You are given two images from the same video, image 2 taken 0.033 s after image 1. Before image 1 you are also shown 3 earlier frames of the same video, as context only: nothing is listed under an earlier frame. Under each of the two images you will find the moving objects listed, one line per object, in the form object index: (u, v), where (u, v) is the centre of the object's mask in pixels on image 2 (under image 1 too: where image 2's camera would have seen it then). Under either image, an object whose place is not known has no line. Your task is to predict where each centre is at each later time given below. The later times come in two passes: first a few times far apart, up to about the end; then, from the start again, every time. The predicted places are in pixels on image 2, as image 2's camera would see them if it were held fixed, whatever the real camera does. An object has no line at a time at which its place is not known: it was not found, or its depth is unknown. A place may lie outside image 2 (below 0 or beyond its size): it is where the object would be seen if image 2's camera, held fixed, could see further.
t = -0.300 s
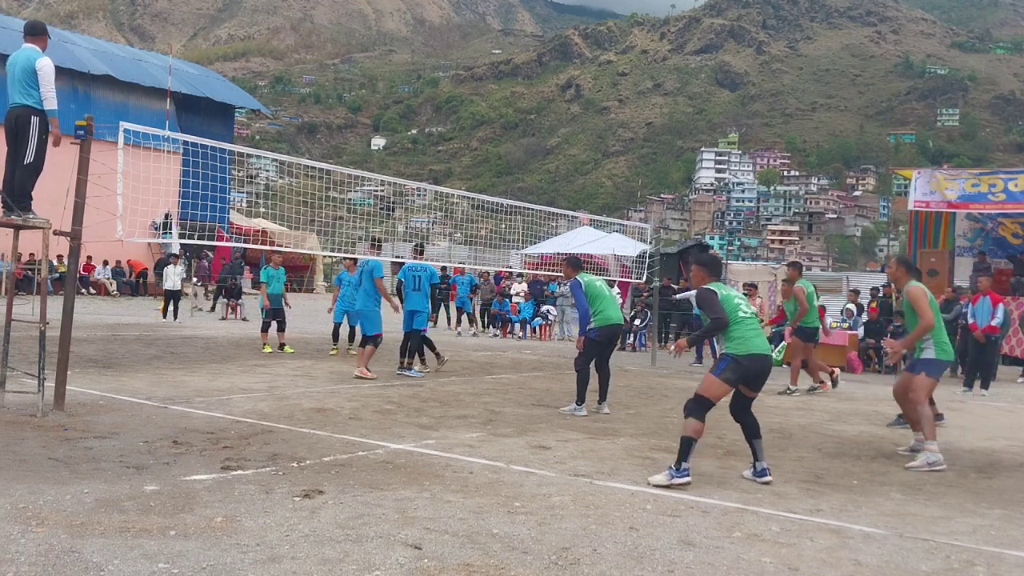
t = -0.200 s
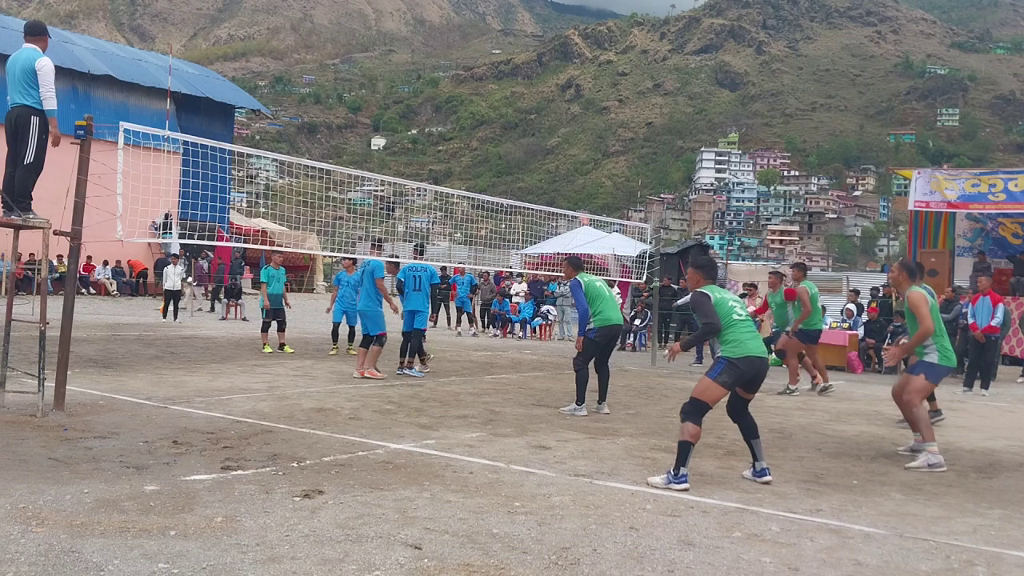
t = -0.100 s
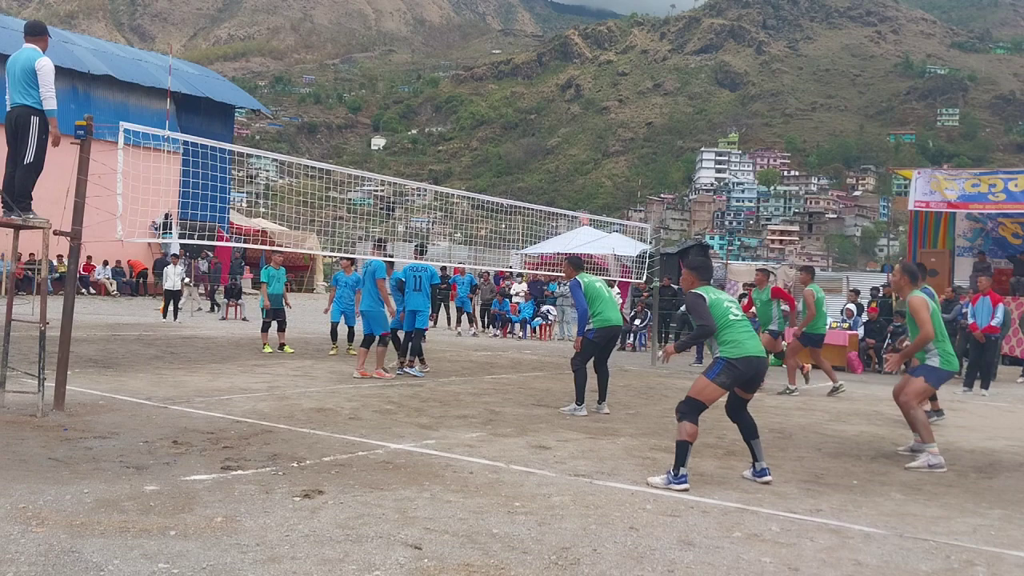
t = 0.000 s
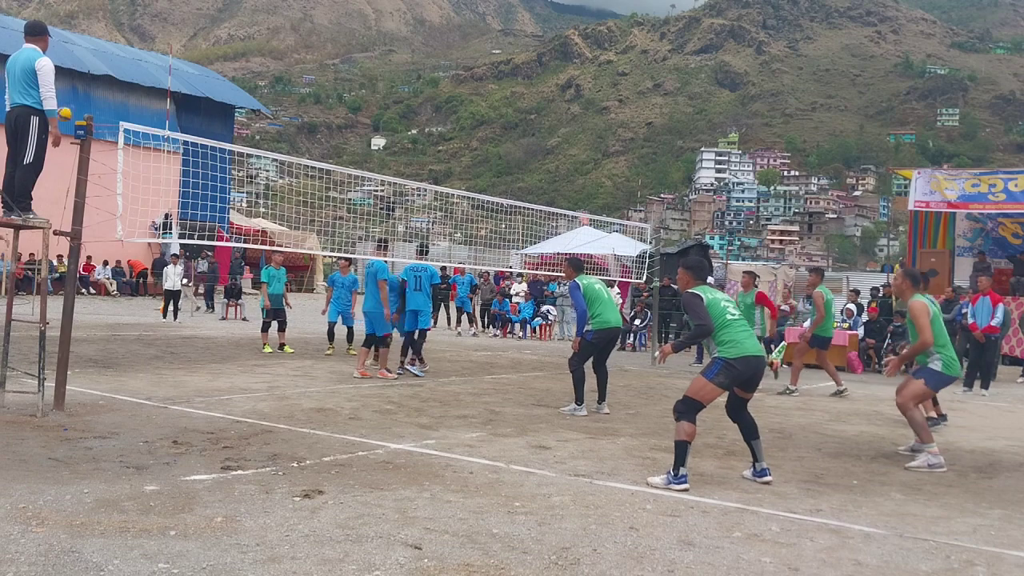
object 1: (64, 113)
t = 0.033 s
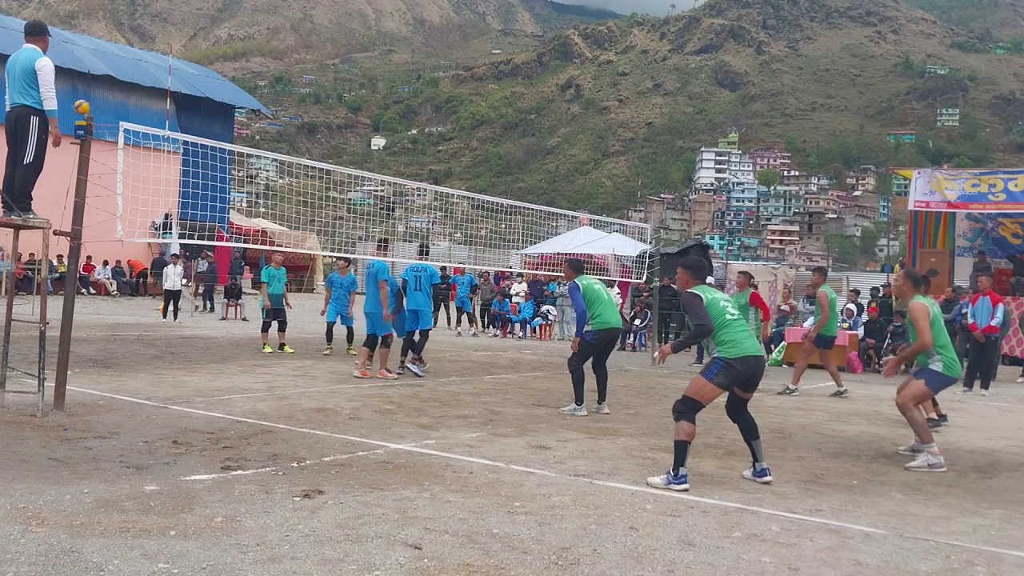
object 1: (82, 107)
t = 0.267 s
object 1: (229, 75)
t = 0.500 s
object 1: (432, 83)
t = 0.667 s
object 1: (625, 125)
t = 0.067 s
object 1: (100, 100)
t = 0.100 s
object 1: (119, 94)
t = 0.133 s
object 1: (140, 89)
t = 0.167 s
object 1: (160, 86)
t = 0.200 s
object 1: (182, 81)
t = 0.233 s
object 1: (206, 78)
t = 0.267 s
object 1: (229, 75)
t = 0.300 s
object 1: (255, 73)
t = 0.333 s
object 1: (283, 73)
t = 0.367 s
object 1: (311, 73)
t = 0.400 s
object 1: (339, 74)
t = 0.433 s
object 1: (369, 76)
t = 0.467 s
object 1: (399, 78)
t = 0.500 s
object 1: (432, 83)
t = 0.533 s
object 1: (466, 88)
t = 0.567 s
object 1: (503, 96)
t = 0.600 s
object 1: (541, 102)
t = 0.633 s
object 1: (581, 113)
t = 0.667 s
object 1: (625, 125)
